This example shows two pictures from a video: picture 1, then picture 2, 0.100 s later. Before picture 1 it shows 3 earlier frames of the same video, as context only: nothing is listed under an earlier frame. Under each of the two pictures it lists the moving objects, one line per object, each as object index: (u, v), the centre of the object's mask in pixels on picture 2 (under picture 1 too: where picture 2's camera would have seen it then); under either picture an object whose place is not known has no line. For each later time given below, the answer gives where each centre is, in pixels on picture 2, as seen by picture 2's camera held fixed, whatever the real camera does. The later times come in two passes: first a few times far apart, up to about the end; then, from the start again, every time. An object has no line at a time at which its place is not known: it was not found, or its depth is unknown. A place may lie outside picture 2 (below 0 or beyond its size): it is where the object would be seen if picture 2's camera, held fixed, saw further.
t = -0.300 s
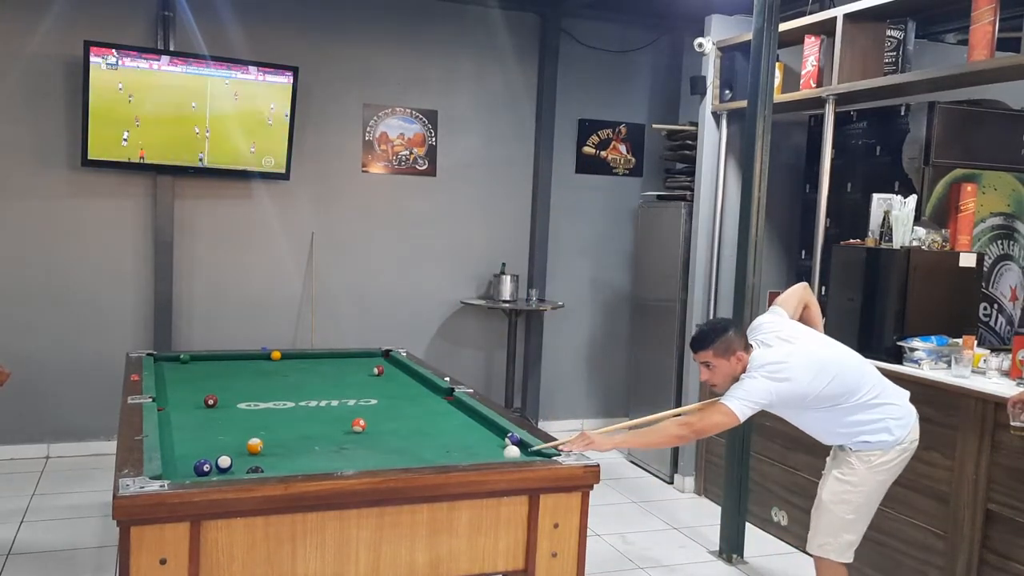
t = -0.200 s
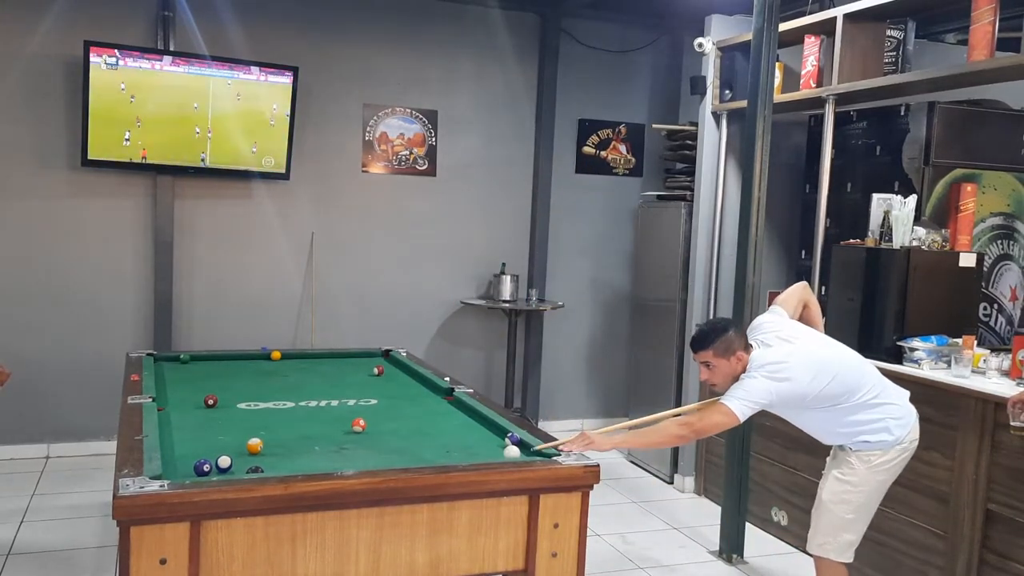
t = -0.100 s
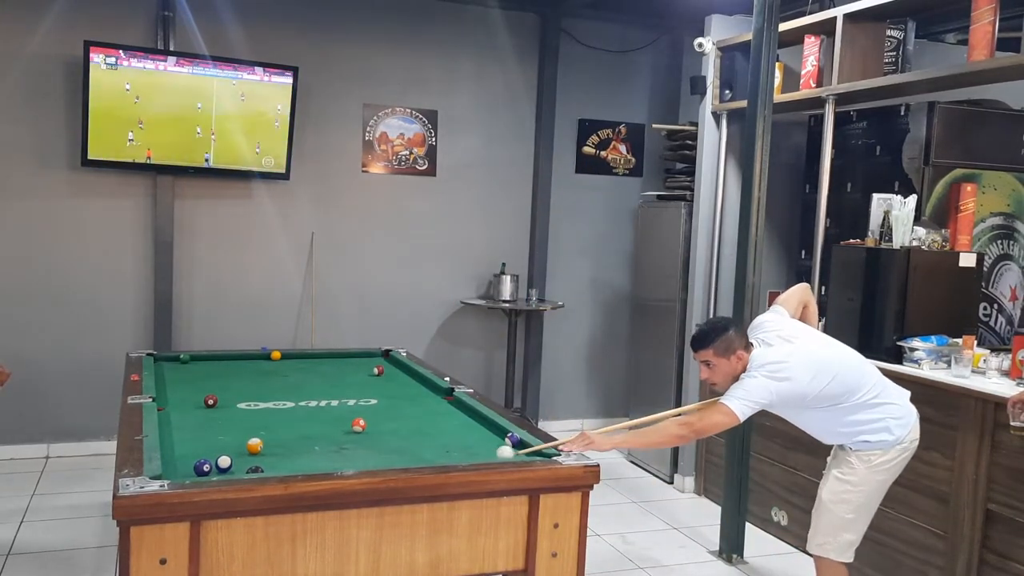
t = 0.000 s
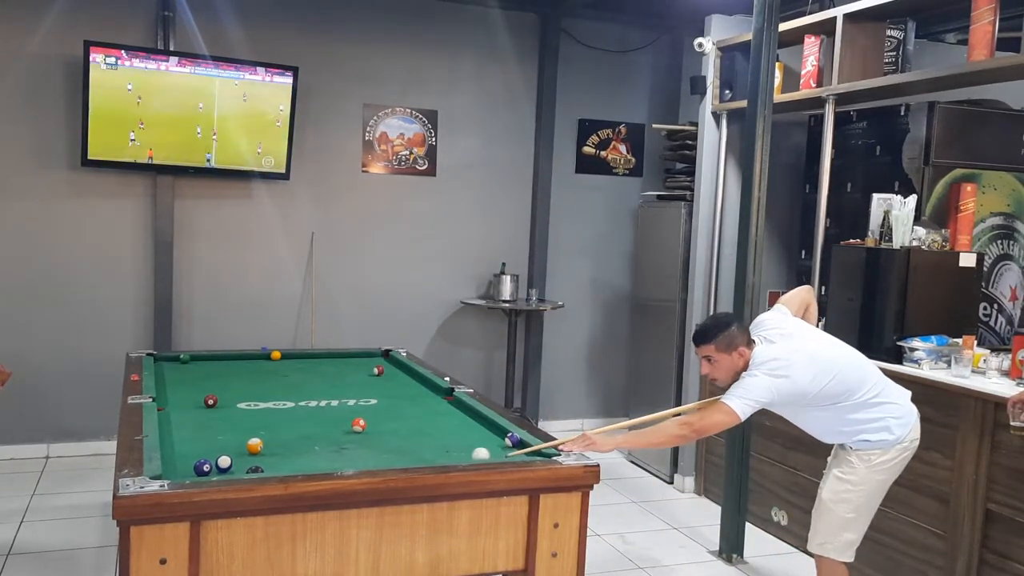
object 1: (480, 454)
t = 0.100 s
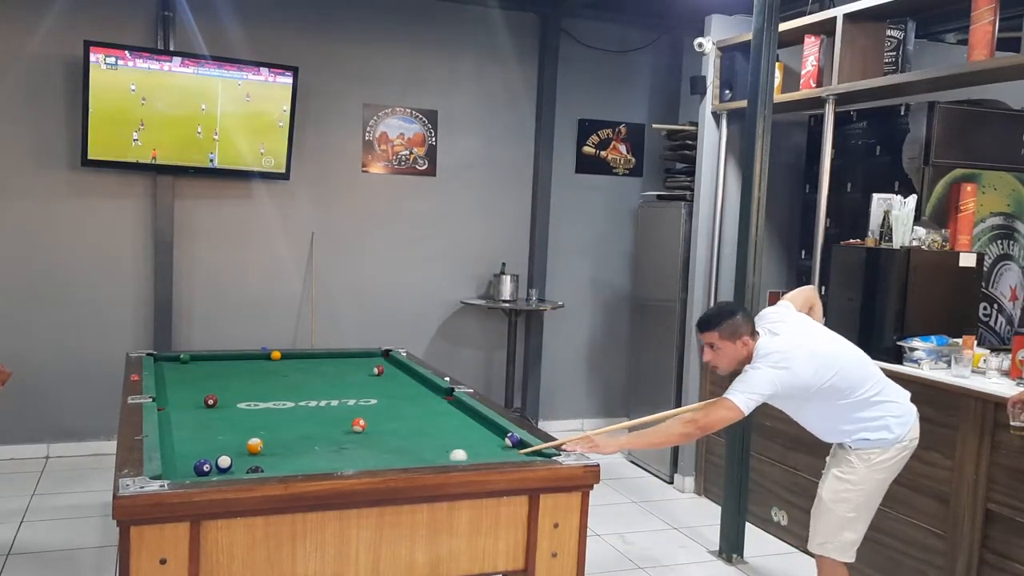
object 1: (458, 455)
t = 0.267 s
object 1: (420, 458)
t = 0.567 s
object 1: (350, 463)
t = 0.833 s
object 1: (286, 467)
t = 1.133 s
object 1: (255, 469)
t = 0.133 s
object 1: (450, 456)
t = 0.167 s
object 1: (443, 456)
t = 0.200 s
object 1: (435, 457)
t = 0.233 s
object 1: (428, 457)
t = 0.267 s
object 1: (420, 458)
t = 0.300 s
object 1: (412, 459)
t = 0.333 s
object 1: (405, 459)
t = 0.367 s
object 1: (397, 460)
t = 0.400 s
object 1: (389, 460)
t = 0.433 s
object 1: (382, 461)
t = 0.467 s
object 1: (374, 461)
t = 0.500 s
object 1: (366, 461)
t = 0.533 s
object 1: (358, 462)
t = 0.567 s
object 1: (350, 463)
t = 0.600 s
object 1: (342, 463)
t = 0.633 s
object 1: (334, 464)
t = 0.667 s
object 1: (326, 464)
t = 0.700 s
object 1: (318, 465)
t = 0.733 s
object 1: (310, 465)
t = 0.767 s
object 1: (302, 466)
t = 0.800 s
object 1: (294, 466)
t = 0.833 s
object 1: (286, 467)
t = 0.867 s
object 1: (278, 467)
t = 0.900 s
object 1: (273, 468)
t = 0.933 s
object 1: (271, 468)
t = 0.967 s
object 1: (268, 468)
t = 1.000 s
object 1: (265, 468)
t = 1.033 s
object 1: (263, 468)
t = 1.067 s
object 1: (260, 468)
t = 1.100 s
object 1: (258, 468)
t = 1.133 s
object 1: (255, 469)
